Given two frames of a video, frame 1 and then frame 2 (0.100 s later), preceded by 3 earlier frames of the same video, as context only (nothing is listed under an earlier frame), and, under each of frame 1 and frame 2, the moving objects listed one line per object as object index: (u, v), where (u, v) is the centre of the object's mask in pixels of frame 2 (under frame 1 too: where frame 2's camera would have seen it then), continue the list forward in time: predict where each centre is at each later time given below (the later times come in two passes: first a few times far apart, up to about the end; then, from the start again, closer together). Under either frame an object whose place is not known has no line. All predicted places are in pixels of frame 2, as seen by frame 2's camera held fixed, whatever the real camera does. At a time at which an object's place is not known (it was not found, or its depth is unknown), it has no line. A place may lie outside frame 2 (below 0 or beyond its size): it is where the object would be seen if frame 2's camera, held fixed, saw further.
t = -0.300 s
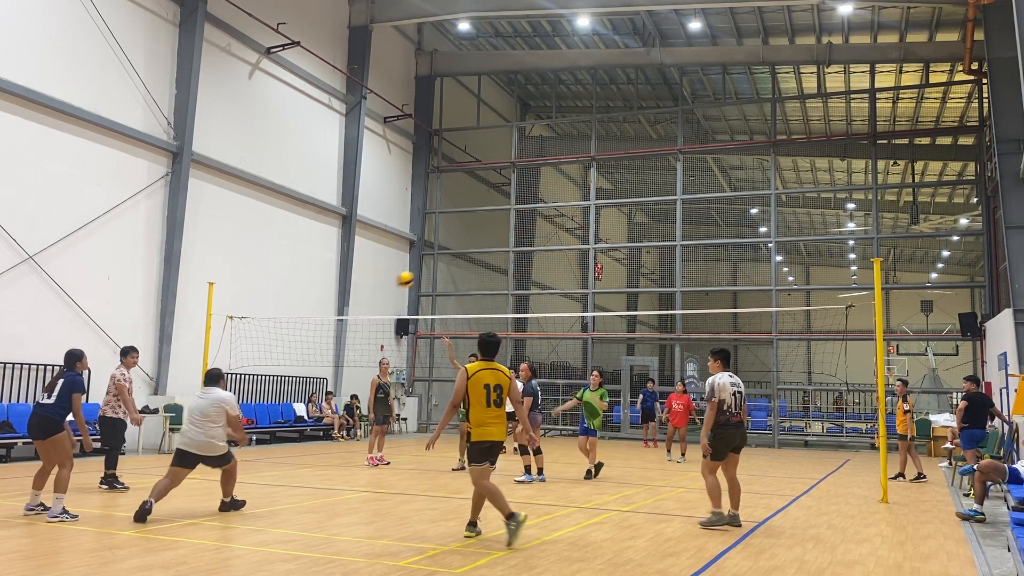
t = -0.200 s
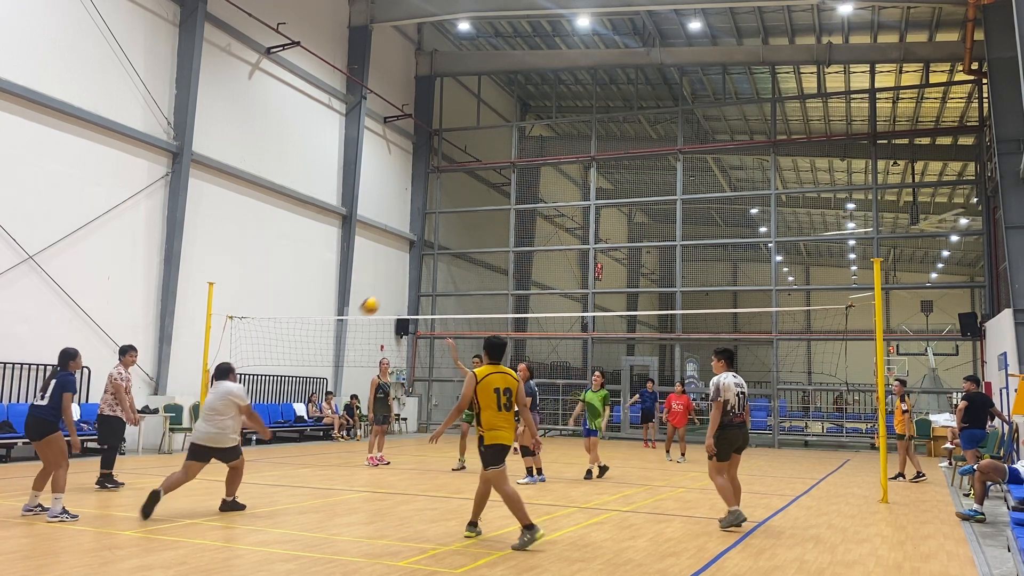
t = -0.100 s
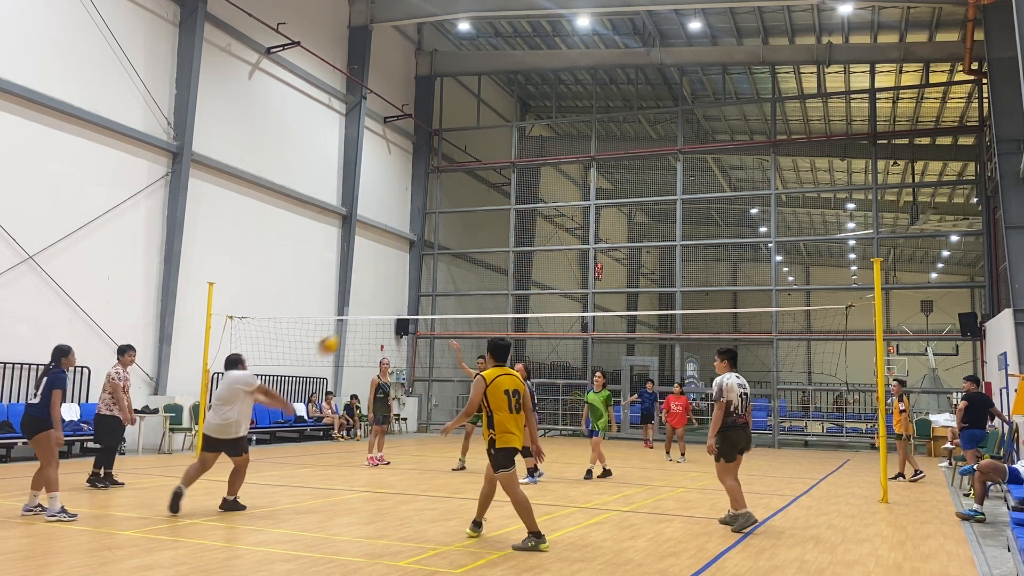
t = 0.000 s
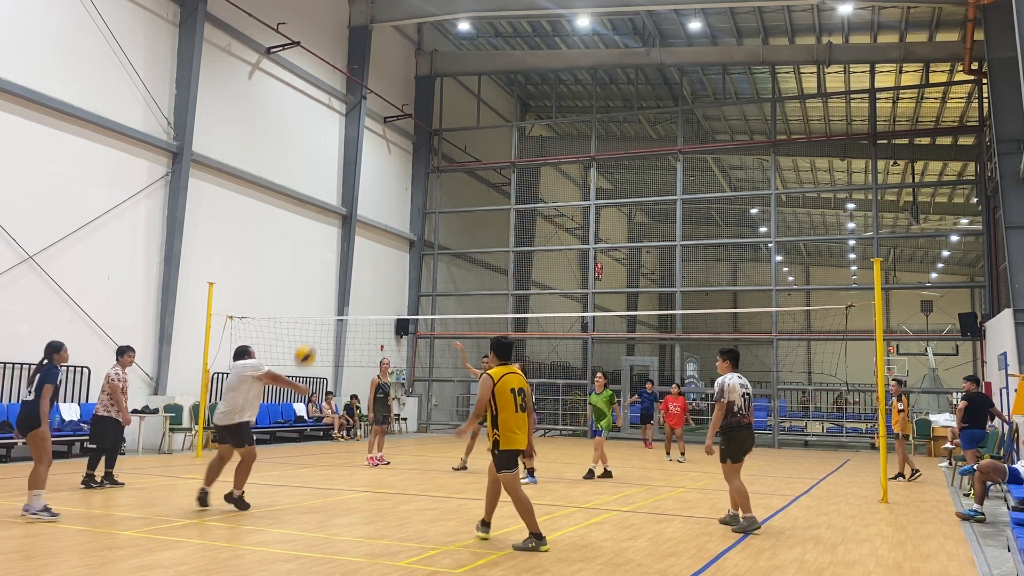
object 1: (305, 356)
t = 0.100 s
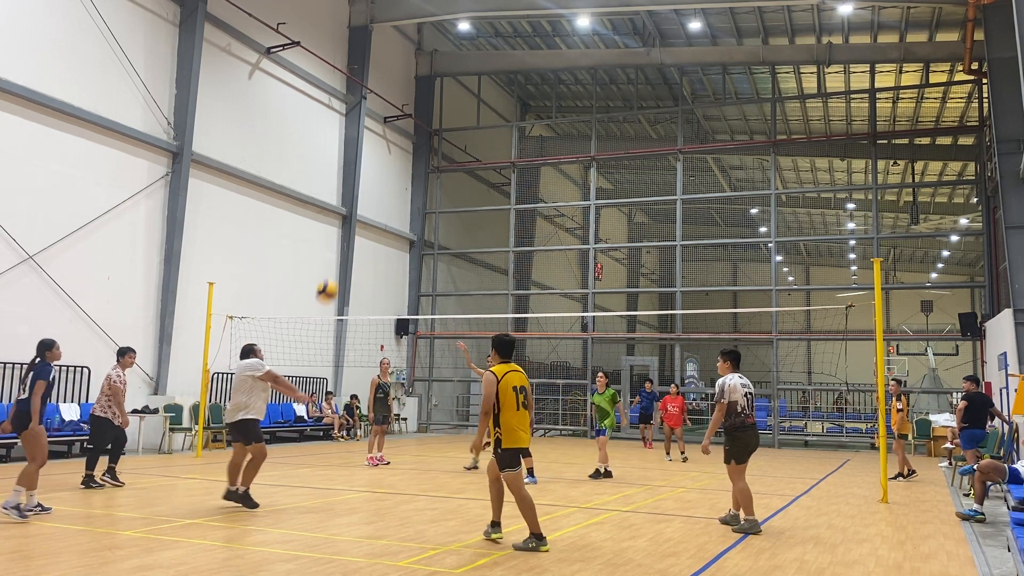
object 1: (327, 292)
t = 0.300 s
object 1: (366, 193)
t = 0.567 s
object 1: (414, 119)
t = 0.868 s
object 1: (466, 117)
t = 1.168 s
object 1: (518, 206)
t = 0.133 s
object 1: (334, 272)
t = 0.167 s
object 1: (341, 254)
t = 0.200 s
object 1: (347, 237)
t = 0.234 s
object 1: (353, 222)
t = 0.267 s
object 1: (360, 206)
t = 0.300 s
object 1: (366, 193)
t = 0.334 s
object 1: (372, 179)
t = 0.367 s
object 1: (378, 168)
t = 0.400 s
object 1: (384, 157)
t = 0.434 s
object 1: (391, 148)
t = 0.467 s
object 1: (397, 138)
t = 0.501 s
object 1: (403, 131)
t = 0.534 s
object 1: (409, 124)
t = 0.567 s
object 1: (414, 119)
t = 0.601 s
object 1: (420, 114)
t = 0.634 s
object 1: (425, 111)
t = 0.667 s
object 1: (431, 109)
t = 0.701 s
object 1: (437, 107)
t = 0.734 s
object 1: (443, 107)
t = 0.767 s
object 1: (449, 107)
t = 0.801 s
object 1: (454, 110)
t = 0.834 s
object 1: (460, 112)
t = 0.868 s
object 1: (466, 117)
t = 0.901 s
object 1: (472, 122)
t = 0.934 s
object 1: (478, 128)
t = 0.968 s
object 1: (483, 136)
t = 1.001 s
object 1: (489, 144)
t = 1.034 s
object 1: (495, 154)
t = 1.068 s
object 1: (501, 166)
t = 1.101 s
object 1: (507, 177)
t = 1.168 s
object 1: (518, 206)
